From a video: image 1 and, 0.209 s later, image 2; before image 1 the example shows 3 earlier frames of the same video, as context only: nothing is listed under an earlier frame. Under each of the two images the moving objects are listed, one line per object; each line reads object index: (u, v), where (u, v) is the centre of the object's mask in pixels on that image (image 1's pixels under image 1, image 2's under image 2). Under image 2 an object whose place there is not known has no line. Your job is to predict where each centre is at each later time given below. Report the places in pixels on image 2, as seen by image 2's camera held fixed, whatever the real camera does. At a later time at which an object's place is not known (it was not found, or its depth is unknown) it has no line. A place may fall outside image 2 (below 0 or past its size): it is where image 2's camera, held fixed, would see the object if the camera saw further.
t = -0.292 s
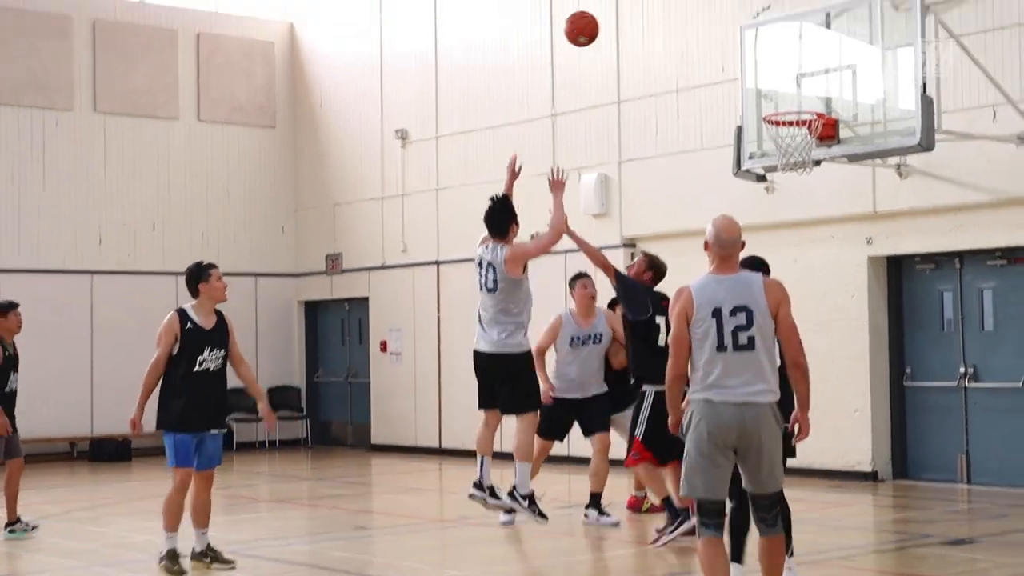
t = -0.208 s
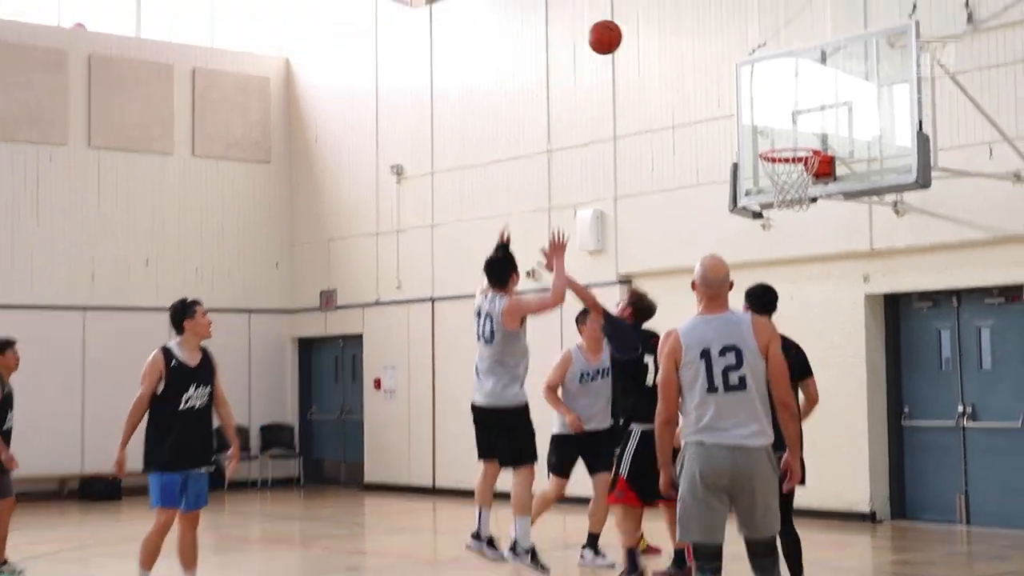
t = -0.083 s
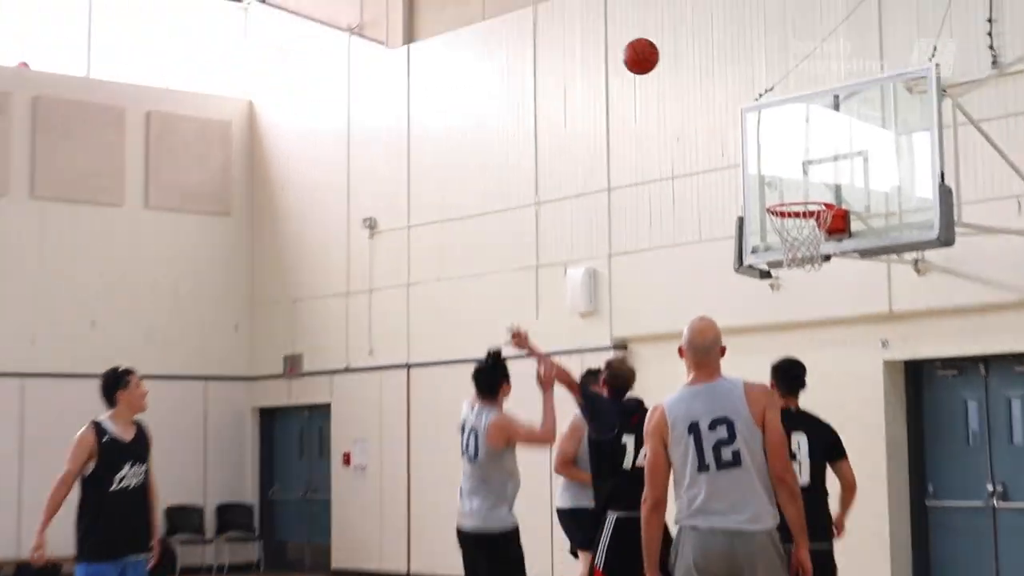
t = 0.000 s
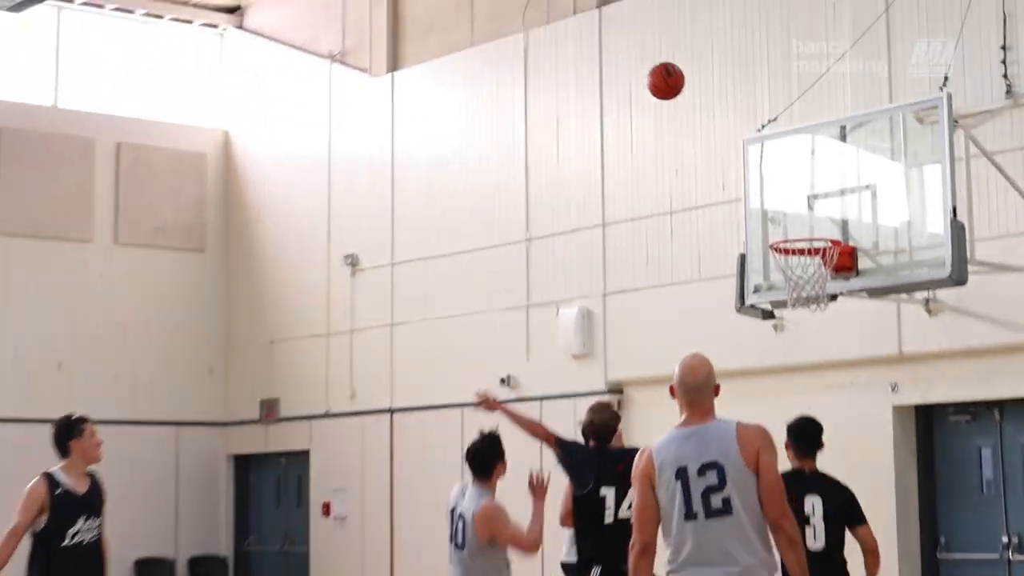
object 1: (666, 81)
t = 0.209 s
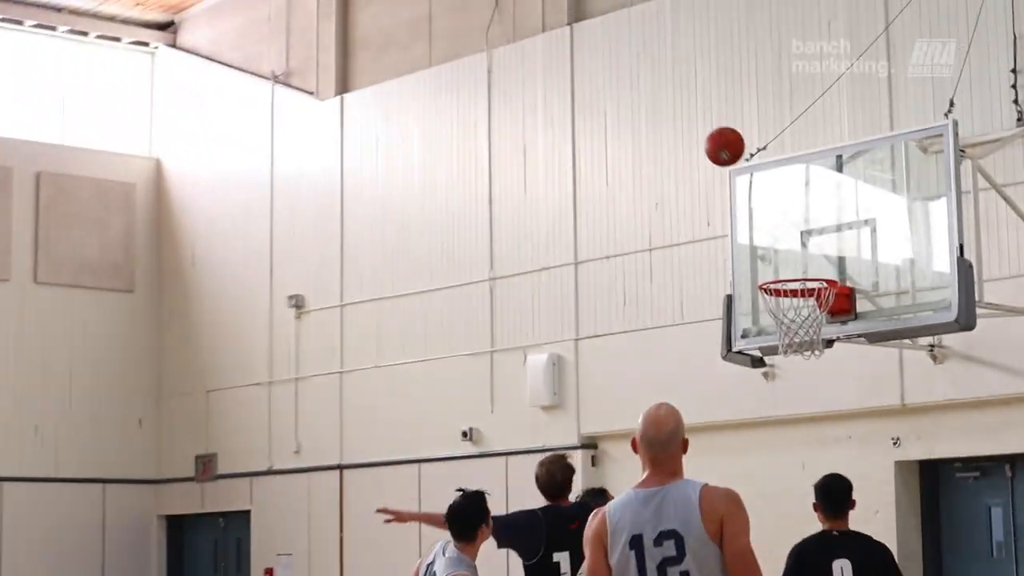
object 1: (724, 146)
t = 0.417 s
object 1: (791, 244)
